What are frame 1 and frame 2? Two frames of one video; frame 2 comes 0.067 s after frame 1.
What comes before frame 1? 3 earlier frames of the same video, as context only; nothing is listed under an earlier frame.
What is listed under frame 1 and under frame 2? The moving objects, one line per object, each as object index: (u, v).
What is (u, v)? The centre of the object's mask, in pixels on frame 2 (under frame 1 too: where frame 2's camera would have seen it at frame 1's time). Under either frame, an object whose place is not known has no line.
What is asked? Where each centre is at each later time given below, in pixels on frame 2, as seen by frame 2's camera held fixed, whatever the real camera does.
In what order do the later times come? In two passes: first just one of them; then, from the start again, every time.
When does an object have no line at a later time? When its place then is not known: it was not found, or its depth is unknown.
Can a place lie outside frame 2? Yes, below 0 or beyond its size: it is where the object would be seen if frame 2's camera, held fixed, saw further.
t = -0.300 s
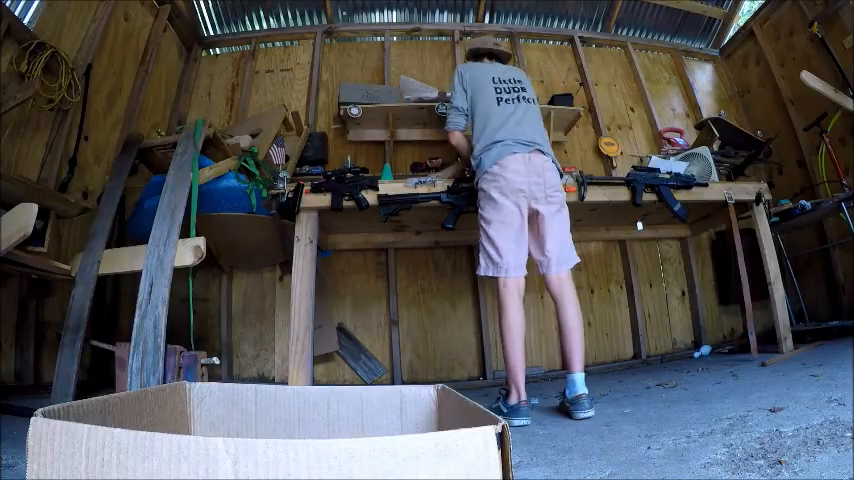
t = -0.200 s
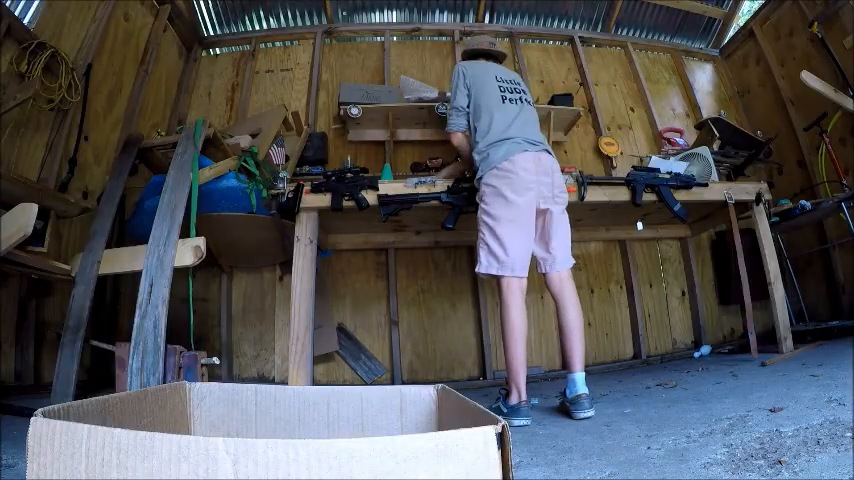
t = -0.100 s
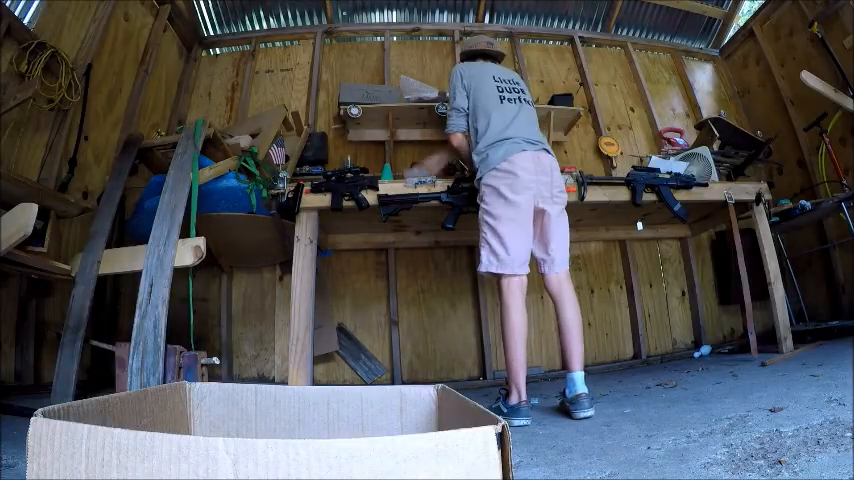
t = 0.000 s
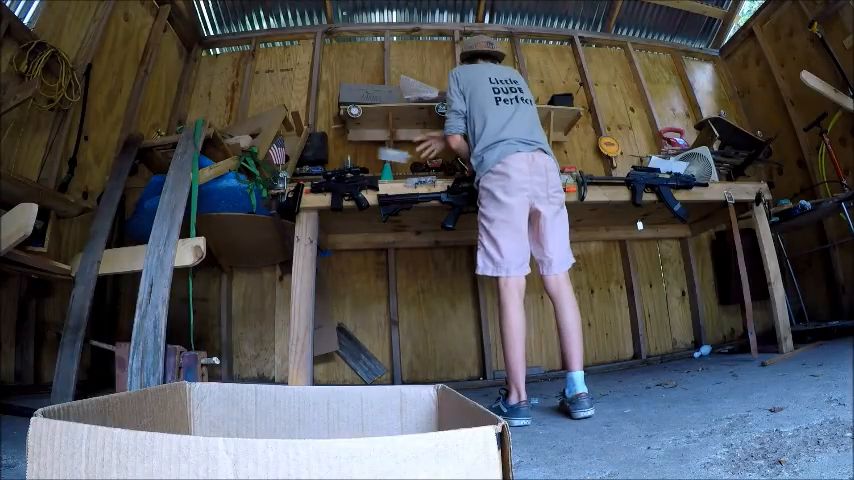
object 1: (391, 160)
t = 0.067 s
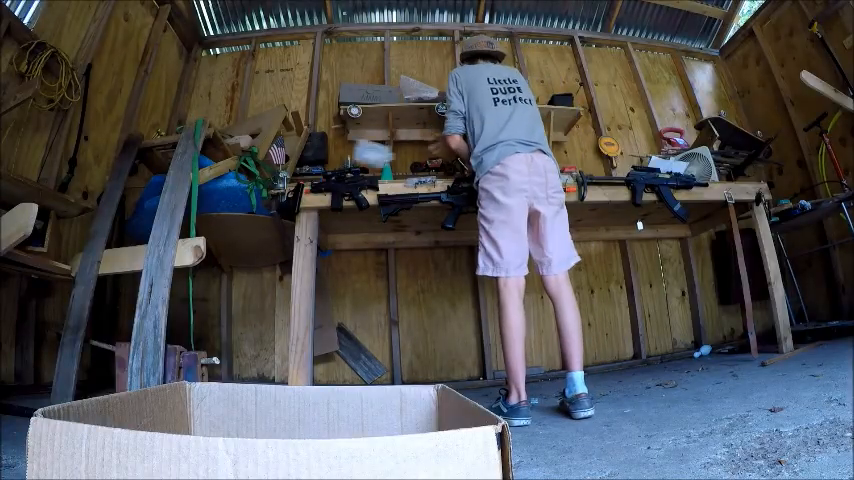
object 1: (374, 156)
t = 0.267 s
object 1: (186, 360)
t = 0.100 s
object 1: (357, 159)
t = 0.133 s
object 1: (340, 170)
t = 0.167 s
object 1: (316, 191)
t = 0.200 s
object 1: (280, 231)
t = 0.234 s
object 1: (236, 288)
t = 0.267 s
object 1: (186, 360)
